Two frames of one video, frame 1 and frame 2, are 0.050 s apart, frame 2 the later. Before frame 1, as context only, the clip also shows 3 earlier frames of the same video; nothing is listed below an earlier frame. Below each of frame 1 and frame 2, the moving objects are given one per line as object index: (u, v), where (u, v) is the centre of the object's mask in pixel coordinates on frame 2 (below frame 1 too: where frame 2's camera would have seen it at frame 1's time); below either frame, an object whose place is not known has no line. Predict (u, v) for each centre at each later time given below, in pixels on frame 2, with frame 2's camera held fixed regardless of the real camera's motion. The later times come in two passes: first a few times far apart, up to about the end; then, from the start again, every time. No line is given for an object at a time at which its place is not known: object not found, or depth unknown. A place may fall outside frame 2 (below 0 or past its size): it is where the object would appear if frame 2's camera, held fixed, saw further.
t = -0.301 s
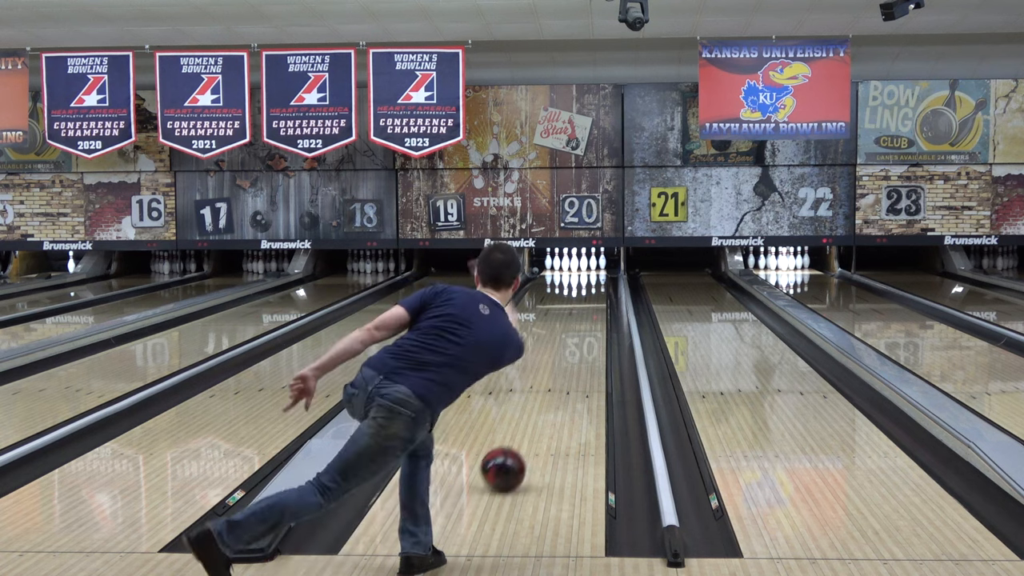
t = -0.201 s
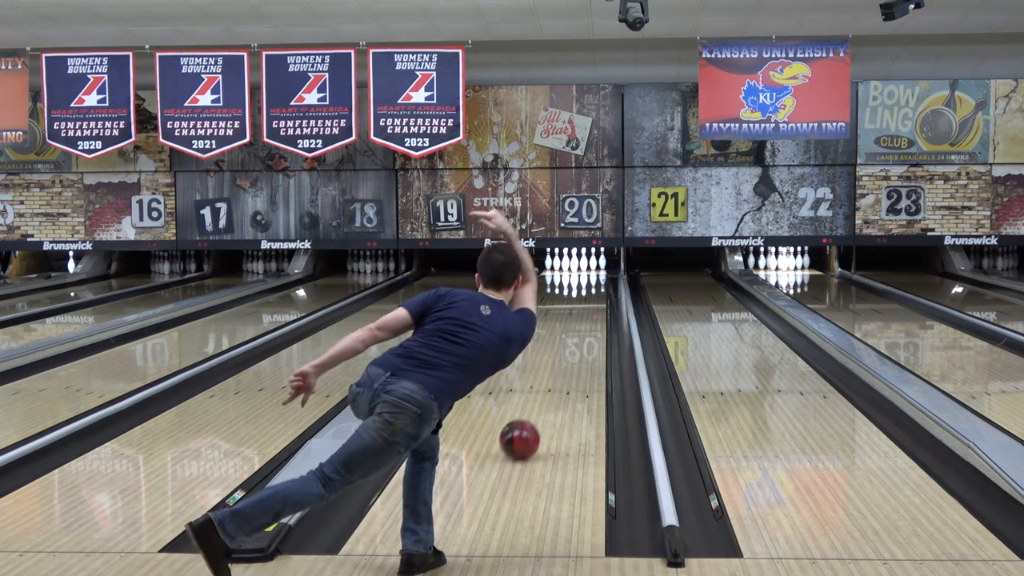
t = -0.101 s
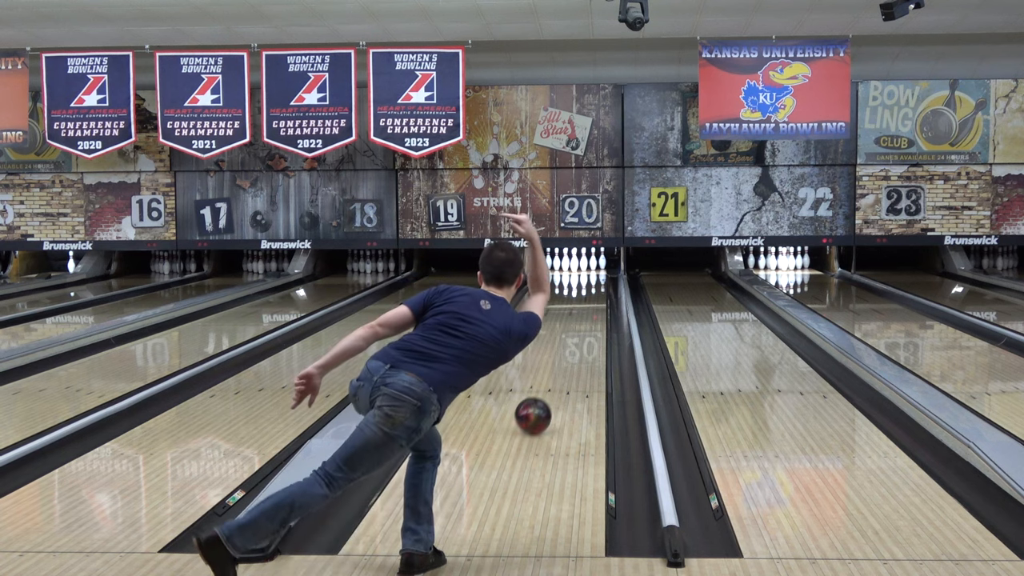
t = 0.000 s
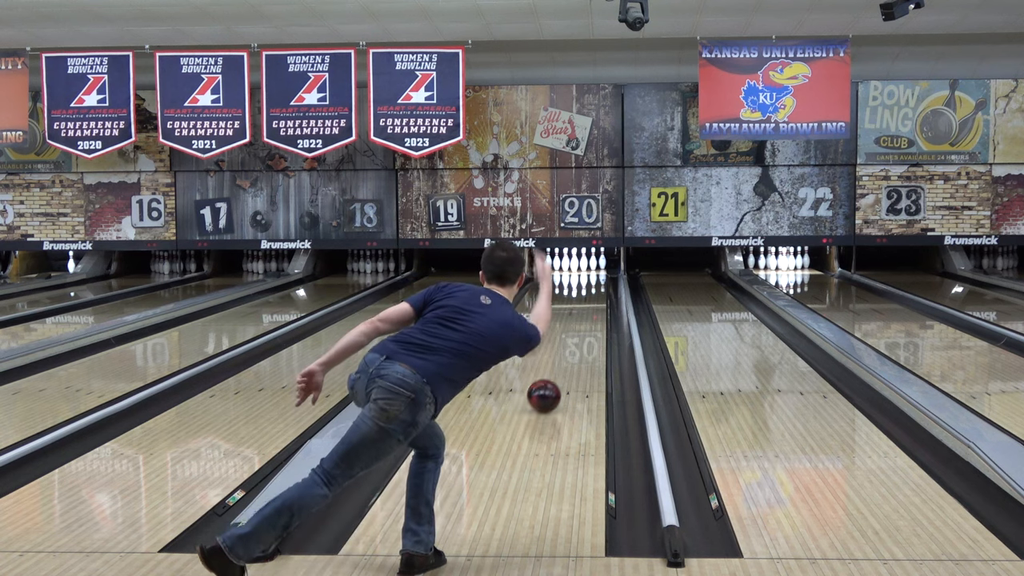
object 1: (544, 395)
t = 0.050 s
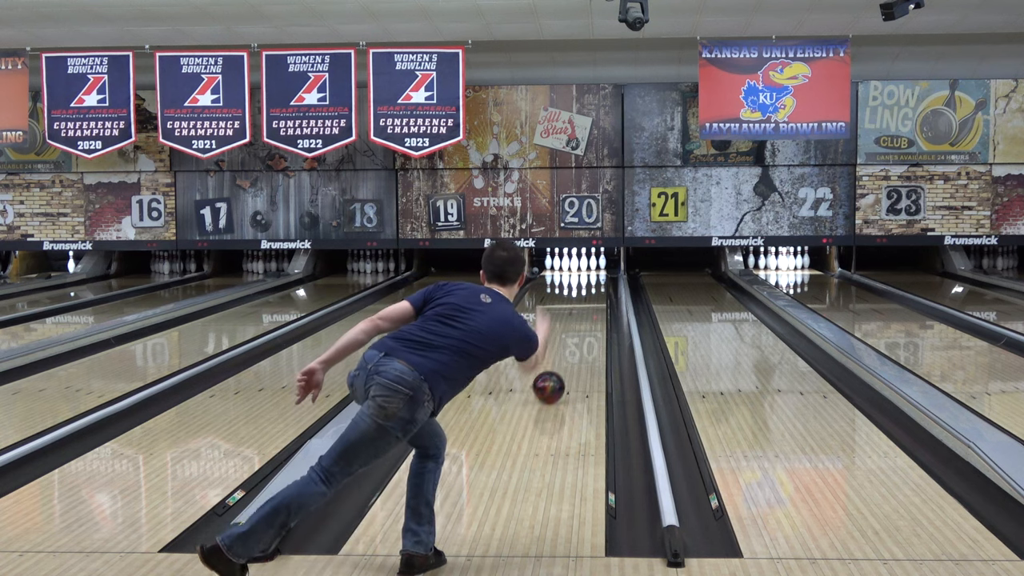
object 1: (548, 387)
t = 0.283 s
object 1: (566, 354)
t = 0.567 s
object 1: (580, 327)
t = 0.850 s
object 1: (588, 307)
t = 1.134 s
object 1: (594, 293)
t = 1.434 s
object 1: (594, 281)
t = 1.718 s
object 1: (587, 272)
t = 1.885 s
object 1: (580, 268)
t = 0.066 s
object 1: (550, 384)
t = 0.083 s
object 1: (553, 382)
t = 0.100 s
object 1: (553, 379)
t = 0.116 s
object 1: (554, 376)
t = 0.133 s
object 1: (555, 374)
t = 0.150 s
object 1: (557, 371)
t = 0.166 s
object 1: (558, 369)
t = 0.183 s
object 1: (559, 367)
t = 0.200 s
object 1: (560, 365)
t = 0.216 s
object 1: (562, 362)
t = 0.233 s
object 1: (563, 360)
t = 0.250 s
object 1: (564, 358)
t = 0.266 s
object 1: (565, 356)
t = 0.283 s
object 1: (566, 354)
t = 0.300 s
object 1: (567, 352)
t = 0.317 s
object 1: (568, 351)
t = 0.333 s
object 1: (569, 349)
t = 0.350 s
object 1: (570, 347)
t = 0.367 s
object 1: (571, 345)
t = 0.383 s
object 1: (571, 344)
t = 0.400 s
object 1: (572, 342)
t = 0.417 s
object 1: (573, 340)
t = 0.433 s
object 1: (574, 338)
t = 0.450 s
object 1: (575, 337)
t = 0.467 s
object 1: (576, 335)
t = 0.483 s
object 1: (576, 334)
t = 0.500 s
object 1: (577, 332)
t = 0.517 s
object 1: (578, 331)
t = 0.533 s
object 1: (578, 330)
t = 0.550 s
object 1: (579, 328)
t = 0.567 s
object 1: (580, 327)
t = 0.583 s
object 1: (580, 326)
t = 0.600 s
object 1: (581, 324)
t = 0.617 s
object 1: (582, 323)
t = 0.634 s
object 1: (582, 322)
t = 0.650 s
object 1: (583, 321)
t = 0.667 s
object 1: (584, 319)
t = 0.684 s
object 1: (584, 318)
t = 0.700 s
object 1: (585, 317)
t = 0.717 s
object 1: (585, 316)
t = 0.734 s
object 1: (586, 315)
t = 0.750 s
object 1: (586, 313)
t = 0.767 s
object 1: (587, 312)
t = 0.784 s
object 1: (587, 311)
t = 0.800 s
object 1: (587, 310)
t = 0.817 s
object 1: (588, 309)
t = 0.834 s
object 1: (588, 308)
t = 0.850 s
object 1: (588, 307)
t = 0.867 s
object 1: (589, 306)
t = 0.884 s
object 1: (589, 305)
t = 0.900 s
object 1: (590, 304)
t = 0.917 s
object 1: (590, 303)
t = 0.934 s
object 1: (591, 302)
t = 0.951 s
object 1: (591, 302)
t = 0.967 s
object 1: (591, 301)
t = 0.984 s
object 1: (591, 299)
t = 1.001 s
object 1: (592, 299)
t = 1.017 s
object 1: (592, 298)
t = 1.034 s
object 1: (593, 297)
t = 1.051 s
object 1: (593, 296)
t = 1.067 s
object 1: (593, 296)
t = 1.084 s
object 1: (593, 295)
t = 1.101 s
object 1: (593, 294)
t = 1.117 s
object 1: (594, 294)
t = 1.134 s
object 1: (594, 293)
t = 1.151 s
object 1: (594, 292)
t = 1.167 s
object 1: (594, 291)
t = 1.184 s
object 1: (595, 290)
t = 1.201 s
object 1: (595, 289)
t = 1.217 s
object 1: (594, 289)
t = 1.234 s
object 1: (595, 288)
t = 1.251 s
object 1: (595, 287)
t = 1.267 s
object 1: (595, 286)
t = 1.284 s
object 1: (595, 286)
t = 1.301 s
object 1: (595, 286)
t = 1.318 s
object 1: (595, 284)
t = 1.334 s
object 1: (595, 284)
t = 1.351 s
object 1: (595, 283)
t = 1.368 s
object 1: (595, 283)
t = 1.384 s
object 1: (595, 282)
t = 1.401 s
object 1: (595, 282)
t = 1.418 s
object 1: (594, 282)
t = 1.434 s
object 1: (594, 281)
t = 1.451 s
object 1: (594, 280)
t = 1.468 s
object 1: (594, 279)
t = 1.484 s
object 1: (593, 279)
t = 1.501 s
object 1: (593, 278)
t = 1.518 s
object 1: (593, 278)
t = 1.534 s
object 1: (592, 277)
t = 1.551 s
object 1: (592, 277)
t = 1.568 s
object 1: (592, 276)
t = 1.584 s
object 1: (592, 276)
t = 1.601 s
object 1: (591, 275)
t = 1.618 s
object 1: (590, 275)
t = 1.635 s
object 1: (590, 274)
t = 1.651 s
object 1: (589, 273)
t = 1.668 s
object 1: (589, 273)
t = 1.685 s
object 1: (588, 272)
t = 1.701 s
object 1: (588, 272)
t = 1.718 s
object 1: (587, 272)
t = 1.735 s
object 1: (586, 271)
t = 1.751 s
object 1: (586, 271)
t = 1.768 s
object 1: (585, 270)
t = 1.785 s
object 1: (584, 270)
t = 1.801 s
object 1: (584, 270)
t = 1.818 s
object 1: (583, 269)
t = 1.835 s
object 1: (582, 269)
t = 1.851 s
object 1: (581, 269)
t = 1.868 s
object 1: (581, 268)
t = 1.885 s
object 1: (580, 268)
